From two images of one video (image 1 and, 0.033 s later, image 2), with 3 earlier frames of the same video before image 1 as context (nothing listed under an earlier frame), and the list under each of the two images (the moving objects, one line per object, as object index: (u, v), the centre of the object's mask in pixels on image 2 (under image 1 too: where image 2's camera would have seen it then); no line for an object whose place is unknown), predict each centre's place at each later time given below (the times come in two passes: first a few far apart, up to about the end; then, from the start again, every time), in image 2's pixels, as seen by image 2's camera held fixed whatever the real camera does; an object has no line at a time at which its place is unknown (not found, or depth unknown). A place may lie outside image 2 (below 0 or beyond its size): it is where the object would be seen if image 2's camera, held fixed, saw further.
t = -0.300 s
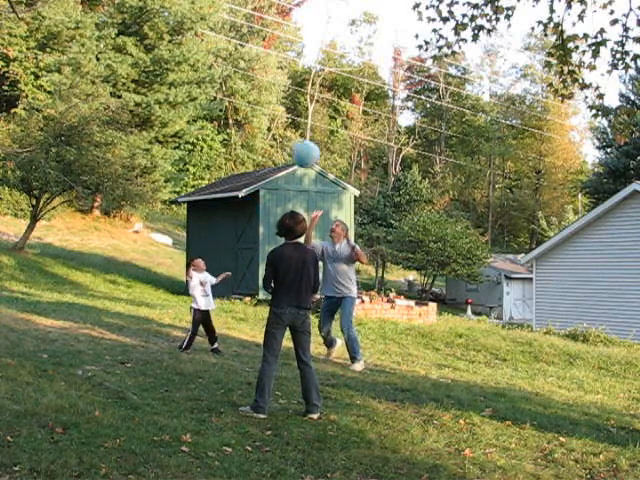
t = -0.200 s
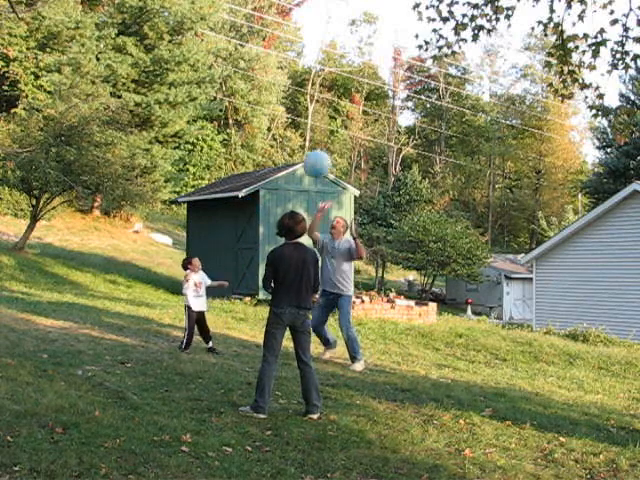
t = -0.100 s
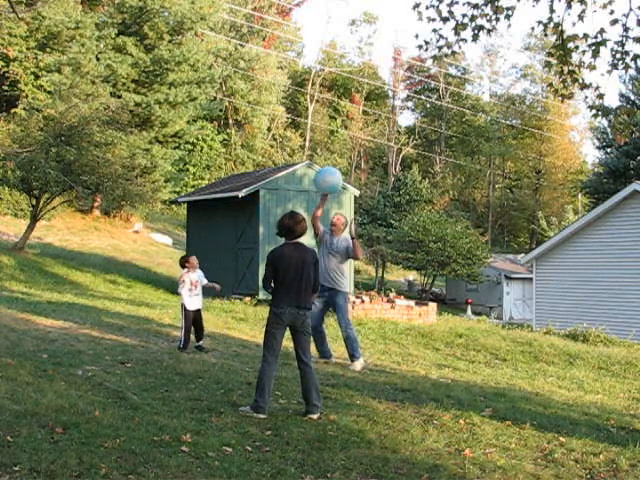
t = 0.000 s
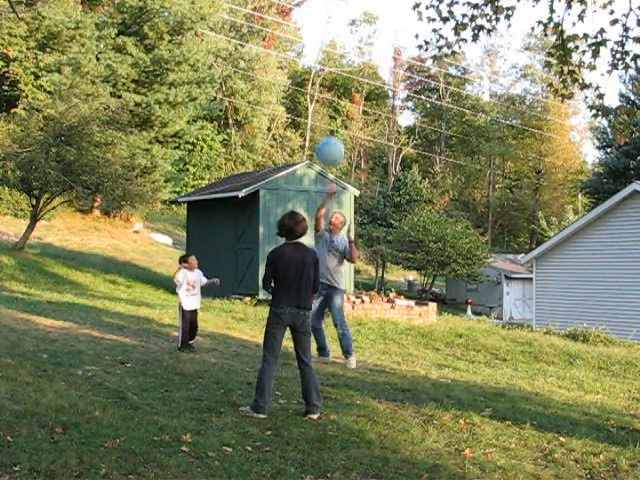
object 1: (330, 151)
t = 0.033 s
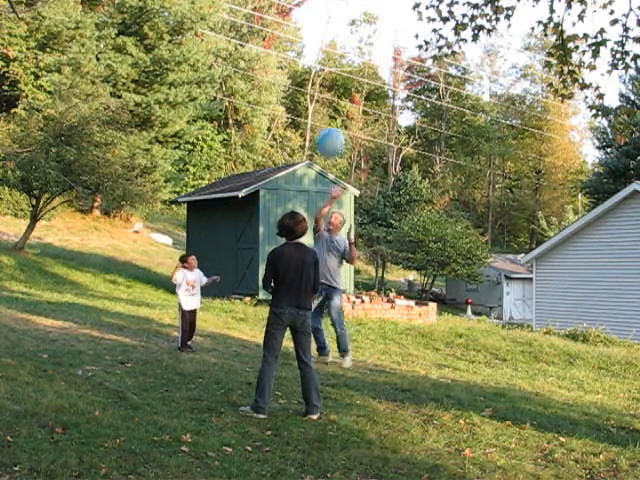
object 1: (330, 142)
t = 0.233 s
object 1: (330, 104)
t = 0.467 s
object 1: (327, 98)
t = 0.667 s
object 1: (321, 130)
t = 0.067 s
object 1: (331, 134)
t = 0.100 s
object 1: (331, 127)
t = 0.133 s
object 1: (331, 120)
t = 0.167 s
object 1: (331, 113)
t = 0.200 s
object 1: (330, 108)
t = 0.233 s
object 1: (330, 104)
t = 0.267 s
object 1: (330, 100)
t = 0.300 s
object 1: (330, 98)
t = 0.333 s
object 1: (329, 96)
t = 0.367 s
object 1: (329, 95)
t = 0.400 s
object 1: (328, 95)
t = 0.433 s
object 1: (328, 96)
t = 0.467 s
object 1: (327, 98)
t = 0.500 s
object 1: (326, 101)
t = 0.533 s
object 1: (325, 104)
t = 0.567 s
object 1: (324, 110)
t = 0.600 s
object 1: (323, 116)
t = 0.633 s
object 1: (322, 123)
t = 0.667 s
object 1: (321, 130)
